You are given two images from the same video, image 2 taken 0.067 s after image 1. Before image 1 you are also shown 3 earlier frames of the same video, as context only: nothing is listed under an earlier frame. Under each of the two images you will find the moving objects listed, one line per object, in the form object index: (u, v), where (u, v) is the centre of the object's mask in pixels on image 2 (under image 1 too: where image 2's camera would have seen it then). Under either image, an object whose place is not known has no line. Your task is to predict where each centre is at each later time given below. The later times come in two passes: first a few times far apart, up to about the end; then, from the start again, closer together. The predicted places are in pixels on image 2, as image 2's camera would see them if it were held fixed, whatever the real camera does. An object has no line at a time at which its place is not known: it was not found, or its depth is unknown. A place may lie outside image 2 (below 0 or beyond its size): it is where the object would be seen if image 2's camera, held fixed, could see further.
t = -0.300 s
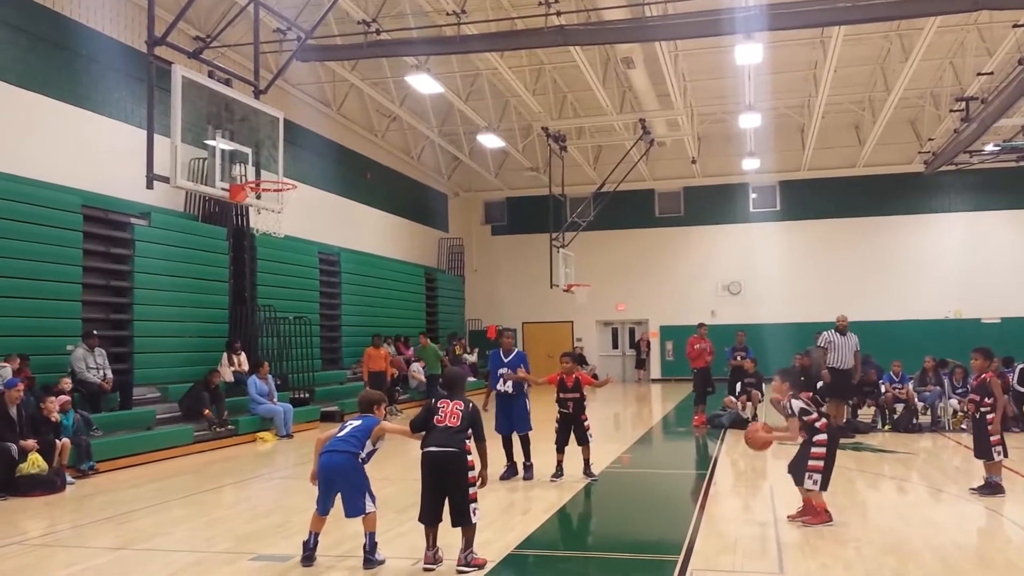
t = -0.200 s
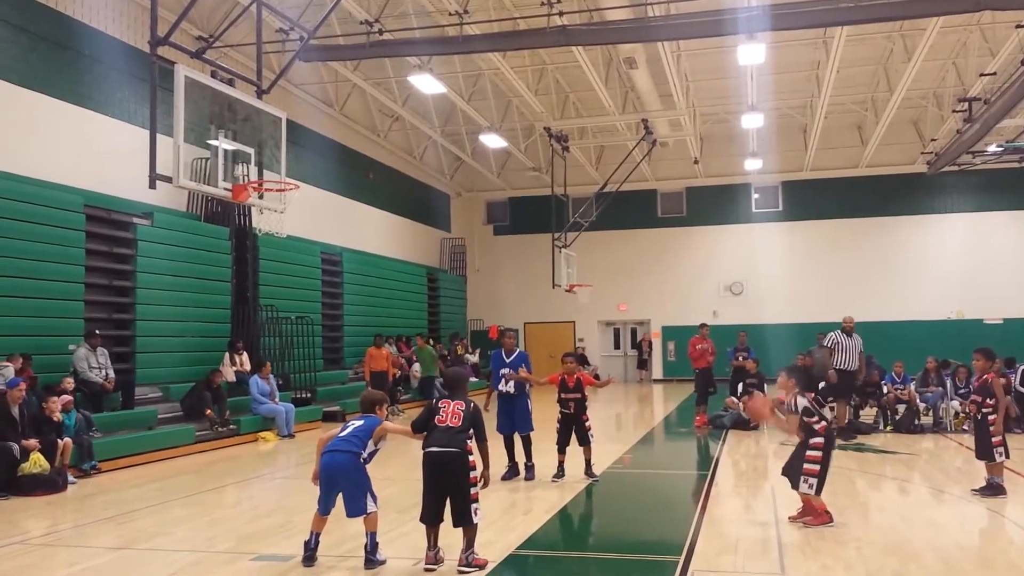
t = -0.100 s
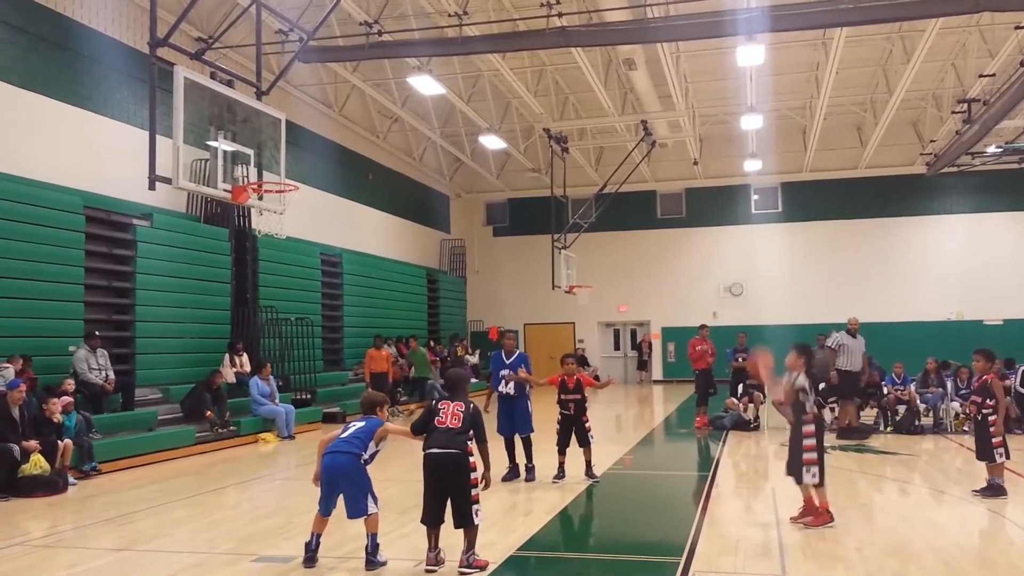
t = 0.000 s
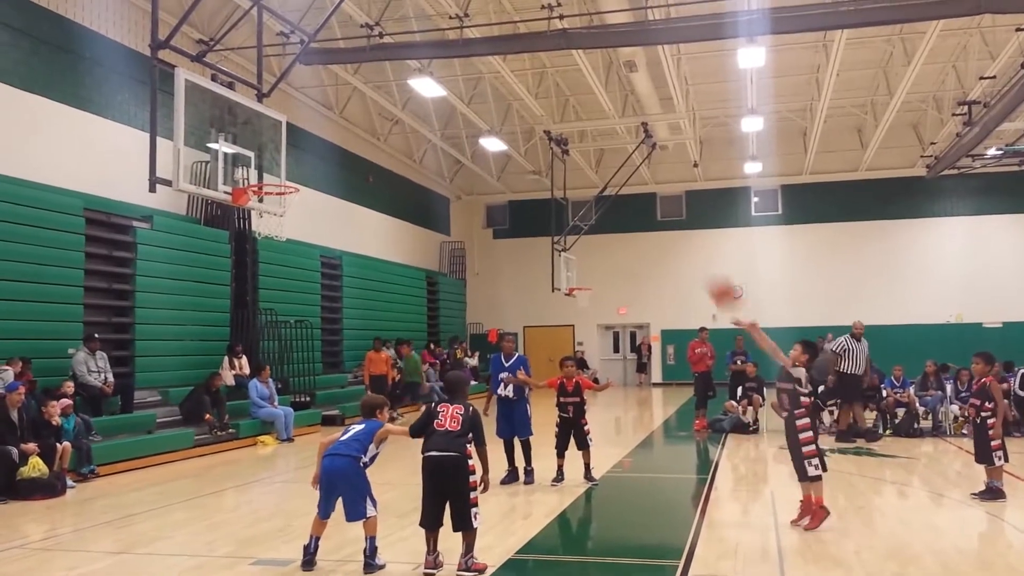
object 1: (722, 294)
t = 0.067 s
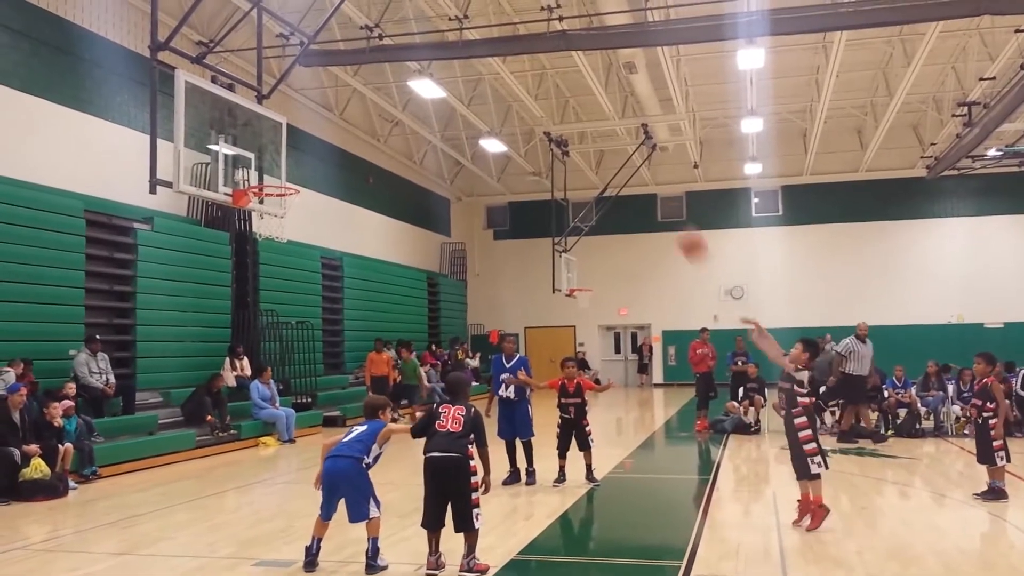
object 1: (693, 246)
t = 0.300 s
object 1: (592, 120)
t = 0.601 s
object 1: (471, 49)
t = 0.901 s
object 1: (363, 78)
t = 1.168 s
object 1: (273, 177)
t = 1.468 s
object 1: (294, 208)
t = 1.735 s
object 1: (274, 261)
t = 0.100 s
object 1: (677, 220)
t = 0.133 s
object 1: (665, 206)
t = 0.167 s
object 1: (650, 187)
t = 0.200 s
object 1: (635, 166)
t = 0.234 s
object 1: (620, 149)
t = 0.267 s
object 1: (604, 133)
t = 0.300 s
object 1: (592, 120)
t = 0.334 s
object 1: (578, 107)
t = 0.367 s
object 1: (566, 97)
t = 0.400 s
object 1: (552, 85)
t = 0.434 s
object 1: (539, 78)
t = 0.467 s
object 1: (524, 70)
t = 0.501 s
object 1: (512, 61)
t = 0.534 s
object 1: (498, 56)
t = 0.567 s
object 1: (485, 52)
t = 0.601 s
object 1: (471, 49)
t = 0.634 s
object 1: (459, 48)
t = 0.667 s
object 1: (450, 47)
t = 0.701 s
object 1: (440, 49)
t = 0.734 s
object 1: (426, 51)
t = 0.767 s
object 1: (413, 53)
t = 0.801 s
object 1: (400, 57)
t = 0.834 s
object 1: (389, 63)
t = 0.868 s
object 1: (376, 70)
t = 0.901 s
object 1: (363, 78)
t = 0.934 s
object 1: (353, 87)
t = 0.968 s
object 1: (341, 97)
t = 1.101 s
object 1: (294, 146)
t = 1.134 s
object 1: (285, 161)
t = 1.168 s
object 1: (273, 177)
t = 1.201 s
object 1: (264, 192)
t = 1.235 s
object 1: (271, 200)
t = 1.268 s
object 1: (279, 209)
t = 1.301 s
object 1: (284, 210)
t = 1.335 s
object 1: (290, 203)
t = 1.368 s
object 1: (292, 201)
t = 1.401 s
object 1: (295, 204)
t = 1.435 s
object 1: (294, 205)
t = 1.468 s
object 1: (294, 208)
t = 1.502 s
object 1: (293, 212)
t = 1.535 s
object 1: (290, 217)
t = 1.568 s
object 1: (288, 223)
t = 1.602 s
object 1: (286, 228)
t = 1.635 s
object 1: (283, 235)
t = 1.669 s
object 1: (280, 243)
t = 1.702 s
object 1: (276, 251)
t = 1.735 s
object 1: (274, 261)
